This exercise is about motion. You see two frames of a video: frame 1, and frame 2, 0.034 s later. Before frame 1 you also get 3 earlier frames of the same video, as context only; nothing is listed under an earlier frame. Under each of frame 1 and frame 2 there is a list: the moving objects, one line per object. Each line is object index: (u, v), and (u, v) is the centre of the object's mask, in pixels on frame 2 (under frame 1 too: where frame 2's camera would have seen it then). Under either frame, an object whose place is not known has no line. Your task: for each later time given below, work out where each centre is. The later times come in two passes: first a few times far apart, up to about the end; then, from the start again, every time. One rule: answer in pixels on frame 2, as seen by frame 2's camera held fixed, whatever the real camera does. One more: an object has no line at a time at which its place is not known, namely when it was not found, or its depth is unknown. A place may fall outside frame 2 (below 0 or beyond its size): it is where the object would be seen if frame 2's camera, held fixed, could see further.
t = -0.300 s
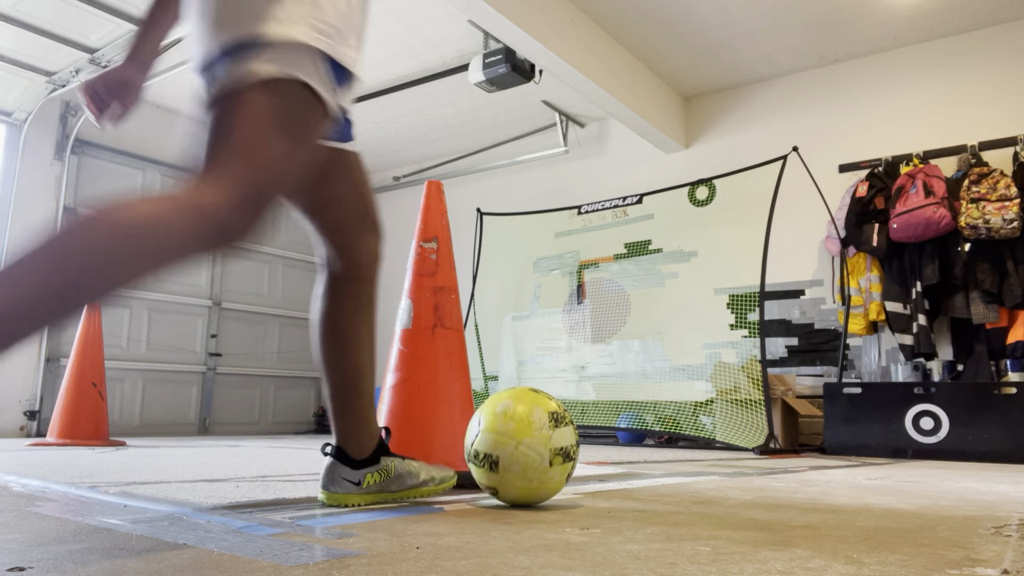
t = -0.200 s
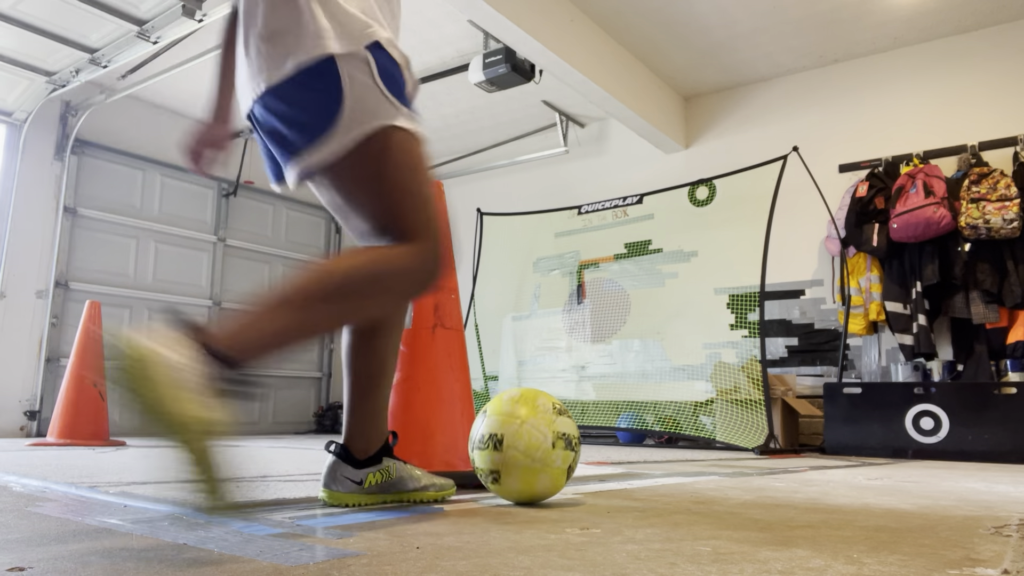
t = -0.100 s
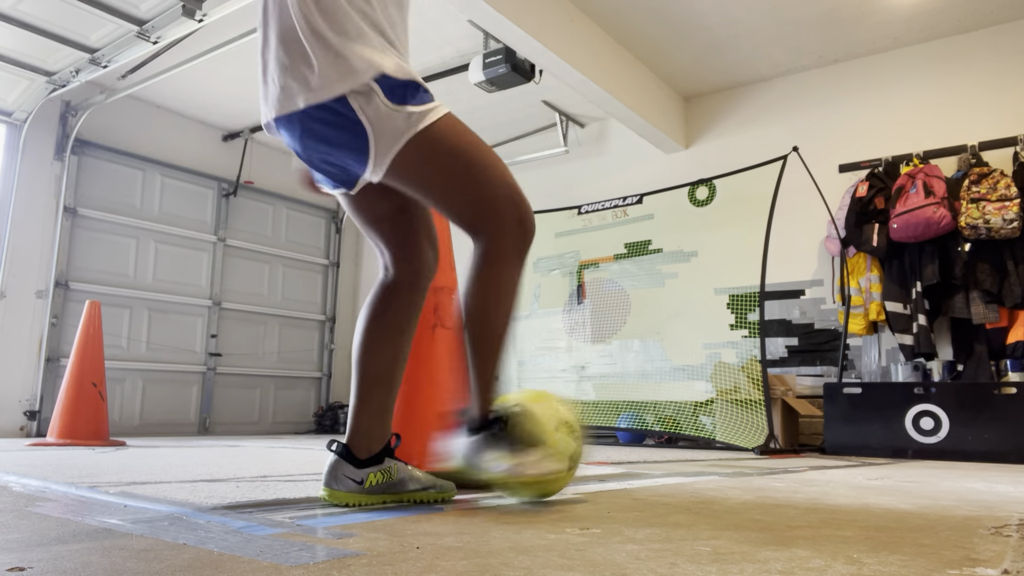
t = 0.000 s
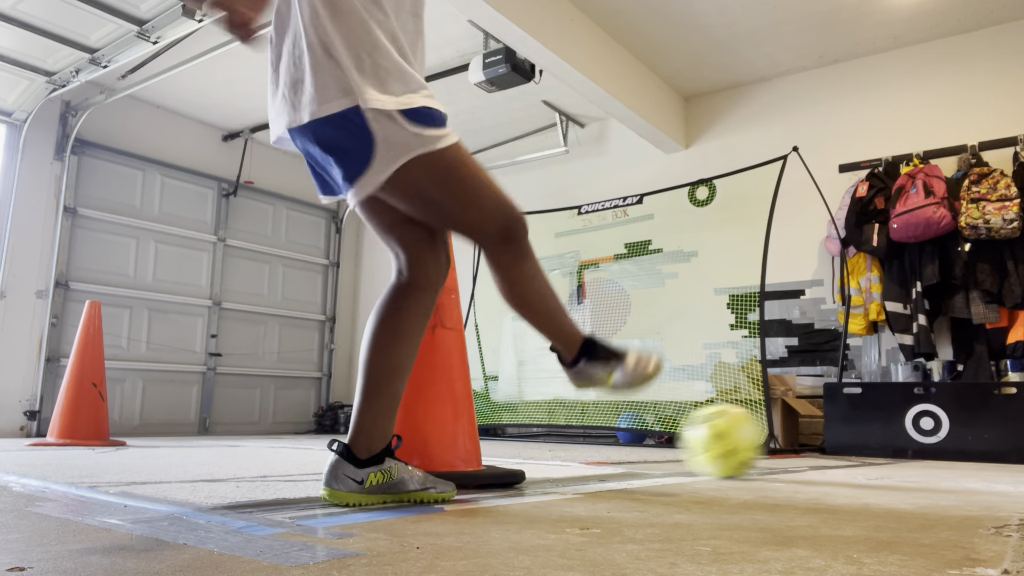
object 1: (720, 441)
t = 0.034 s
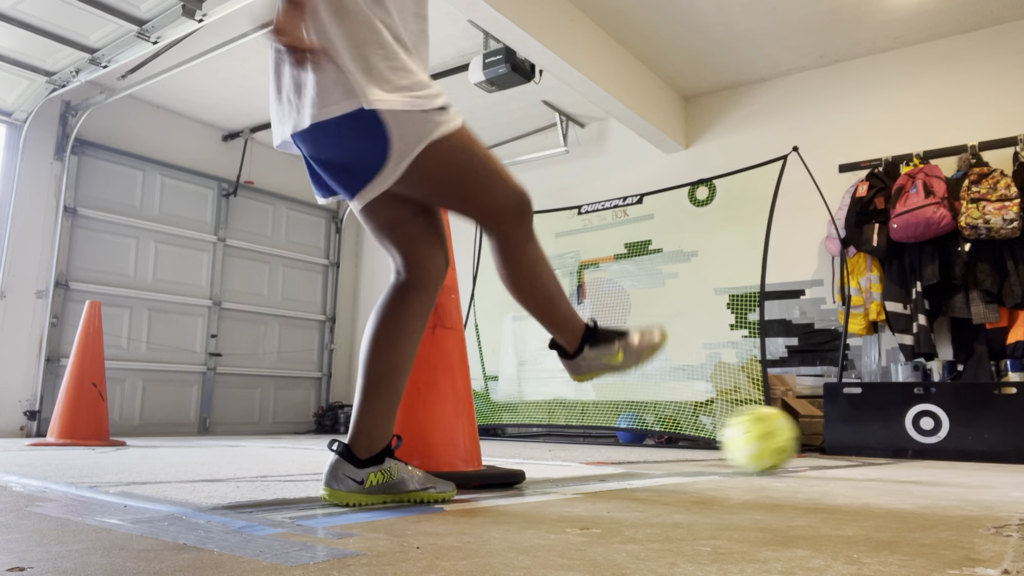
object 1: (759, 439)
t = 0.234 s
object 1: (884, 439)
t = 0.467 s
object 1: (875, 398)
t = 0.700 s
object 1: (819, 441)
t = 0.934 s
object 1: (785, 398)
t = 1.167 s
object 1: (738, 406)
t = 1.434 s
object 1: (650, 416)
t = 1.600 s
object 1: (562, 444)
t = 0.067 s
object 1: (790, 440)
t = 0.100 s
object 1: (815, 439)
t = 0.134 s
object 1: (836, 440)
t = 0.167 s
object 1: (855, 440)
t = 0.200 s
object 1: (871, 440)
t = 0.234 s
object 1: (884, 439)
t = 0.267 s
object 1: (896, 439)
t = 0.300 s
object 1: (905, 438)
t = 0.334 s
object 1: (901, 427)
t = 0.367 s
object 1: (894, 417)
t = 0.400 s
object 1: (888, 408)
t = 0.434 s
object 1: (882, 402)
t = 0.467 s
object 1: (875, 398)
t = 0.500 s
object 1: (869, 396)
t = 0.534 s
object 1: (861, 396)
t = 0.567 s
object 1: (854, 399)
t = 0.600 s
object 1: (846, 405)
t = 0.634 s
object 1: (837, 415)
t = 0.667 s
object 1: (828, 428)
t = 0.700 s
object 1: (819, 441)
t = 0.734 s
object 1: (815, 426)
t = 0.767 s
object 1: (810, 414)
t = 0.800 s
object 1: (804, 404)
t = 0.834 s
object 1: (800, 397)
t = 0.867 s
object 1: (795, 394)
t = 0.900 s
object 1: (790, 394)
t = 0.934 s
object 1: (785, 398)
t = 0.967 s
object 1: (780, 406)
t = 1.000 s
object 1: (775, 417)
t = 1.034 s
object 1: (769, 432)
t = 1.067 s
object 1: (762, 438)
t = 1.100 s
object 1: (754, 423)
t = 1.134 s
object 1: (746, 414)
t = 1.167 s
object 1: (738, 406)
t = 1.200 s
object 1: (729, 404)
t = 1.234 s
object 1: (721, 406)
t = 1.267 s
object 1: (710, 411)
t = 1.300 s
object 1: (700, 423)
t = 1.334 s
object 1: (690, 439)
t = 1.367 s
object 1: (677, 438)
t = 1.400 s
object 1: (664, 424)
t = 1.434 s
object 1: (650, 416)
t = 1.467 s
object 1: (636, 413)
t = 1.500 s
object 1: (620, 416)
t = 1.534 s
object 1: (603, 425)
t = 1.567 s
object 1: (584, 443)
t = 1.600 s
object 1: (562, 444)
